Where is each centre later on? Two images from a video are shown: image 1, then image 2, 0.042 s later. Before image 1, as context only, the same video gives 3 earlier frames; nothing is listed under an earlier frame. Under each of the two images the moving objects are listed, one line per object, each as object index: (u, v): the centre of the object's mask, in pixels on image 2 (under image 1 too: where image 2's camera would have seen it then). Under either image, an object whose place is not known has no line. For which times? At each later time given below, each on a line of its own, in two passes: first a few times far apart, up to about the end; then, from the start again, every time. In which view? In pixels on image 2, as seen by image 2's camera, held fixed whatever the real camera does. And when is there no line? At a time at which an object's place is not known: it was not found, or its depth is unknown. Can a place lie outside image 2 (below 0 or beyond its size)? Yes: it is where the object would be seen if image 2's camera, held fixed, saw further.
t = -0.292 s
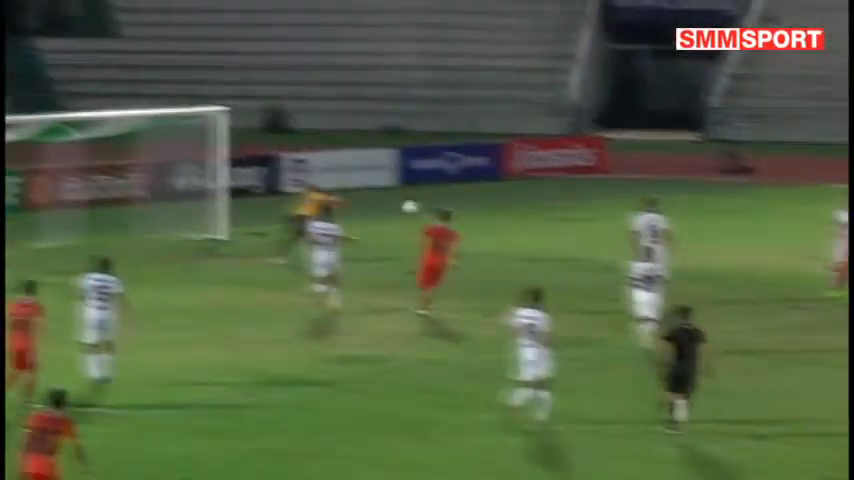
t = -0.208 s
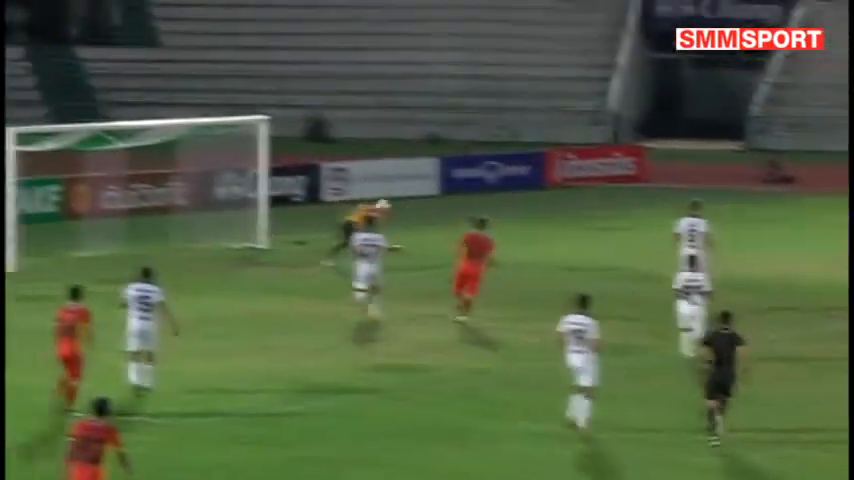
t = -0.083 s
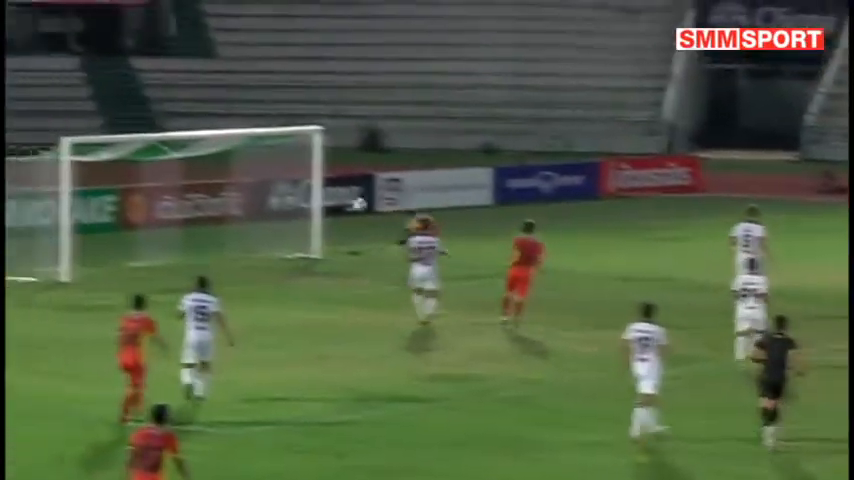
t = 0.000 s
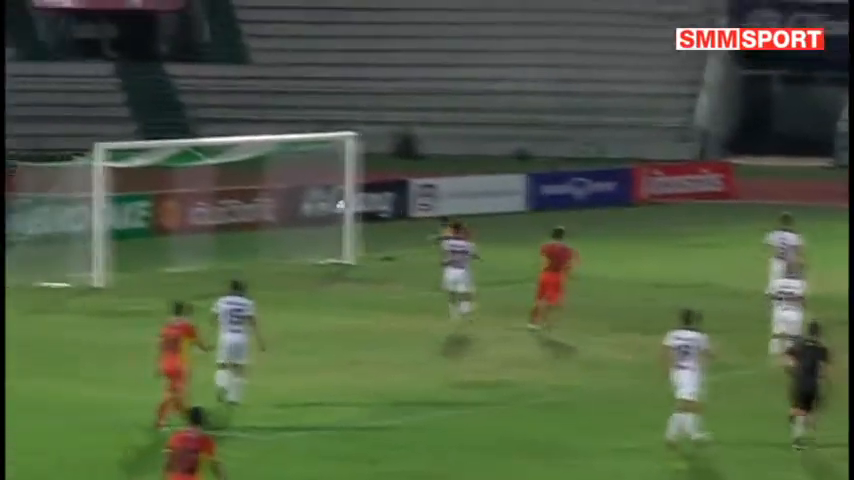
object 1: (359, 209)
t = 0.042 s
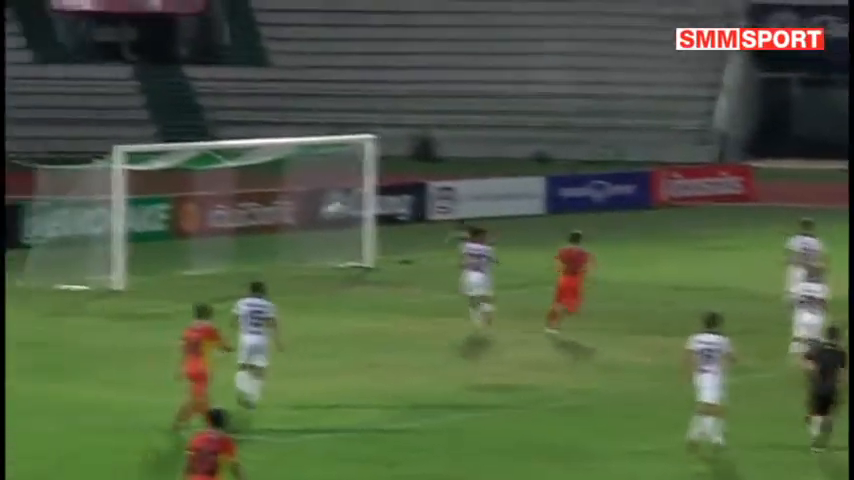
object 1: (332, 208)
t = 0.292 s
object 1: (270, 232)
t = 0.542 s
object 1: (252, 252)
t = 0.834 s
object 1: (255, 250)
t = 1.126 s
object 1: (254, 260)
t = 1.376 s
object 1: (248, 264)
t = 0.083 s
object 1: (312, 208)
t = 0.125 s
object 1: (299, 209)
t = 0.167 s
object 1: (289, 212)
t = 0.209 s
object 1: (282, 218)
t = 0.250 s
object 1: (275, 225)
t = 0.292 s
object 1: (270, 232)
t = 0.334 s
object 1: (264, 239)
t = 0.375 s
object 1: (258, 248)
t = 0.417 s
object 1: (253, 256)
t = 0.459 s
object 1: (251, 260)
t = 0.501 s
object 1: (251, 256)
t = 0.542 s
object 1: (252, 252)
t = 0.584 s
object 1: (253, 249)
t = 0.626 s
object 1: (253, 247)
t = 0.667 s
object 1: (253, 246)
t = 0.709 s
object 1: (254, 246)
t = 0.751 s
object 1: (255, 246)
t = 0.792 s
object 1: (255, 248)
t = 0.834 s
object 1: (255, 250)
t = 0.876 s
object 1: (256, 253)
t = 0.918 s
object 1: (257, 257)
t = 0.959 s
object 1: (257, 261)
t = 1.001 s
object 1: (256, 262)
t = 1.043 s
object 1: (255, 260)
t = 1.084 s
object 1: (254, 260)
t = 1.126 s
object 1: (254, 260)
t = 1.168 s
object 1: (254, 260)
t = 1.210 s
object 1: (252, 261)
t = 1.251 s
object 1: (251, 264)
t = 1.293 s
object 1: (250, 265)
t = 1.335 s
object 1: (249, 264)
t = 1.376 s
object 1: (248, 264)
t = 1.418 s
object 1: (247, 265)
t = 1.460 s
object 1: (246, 266)
